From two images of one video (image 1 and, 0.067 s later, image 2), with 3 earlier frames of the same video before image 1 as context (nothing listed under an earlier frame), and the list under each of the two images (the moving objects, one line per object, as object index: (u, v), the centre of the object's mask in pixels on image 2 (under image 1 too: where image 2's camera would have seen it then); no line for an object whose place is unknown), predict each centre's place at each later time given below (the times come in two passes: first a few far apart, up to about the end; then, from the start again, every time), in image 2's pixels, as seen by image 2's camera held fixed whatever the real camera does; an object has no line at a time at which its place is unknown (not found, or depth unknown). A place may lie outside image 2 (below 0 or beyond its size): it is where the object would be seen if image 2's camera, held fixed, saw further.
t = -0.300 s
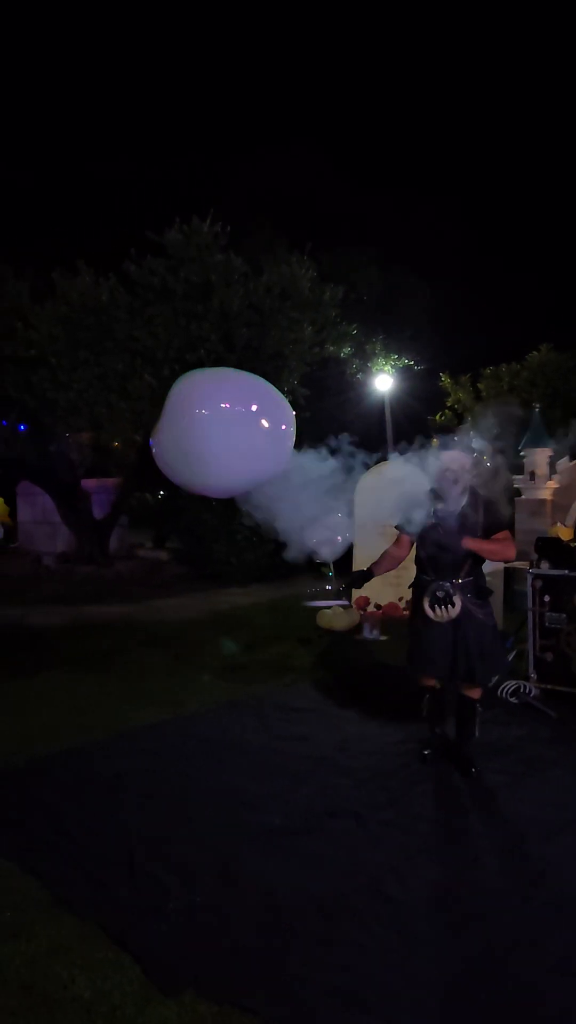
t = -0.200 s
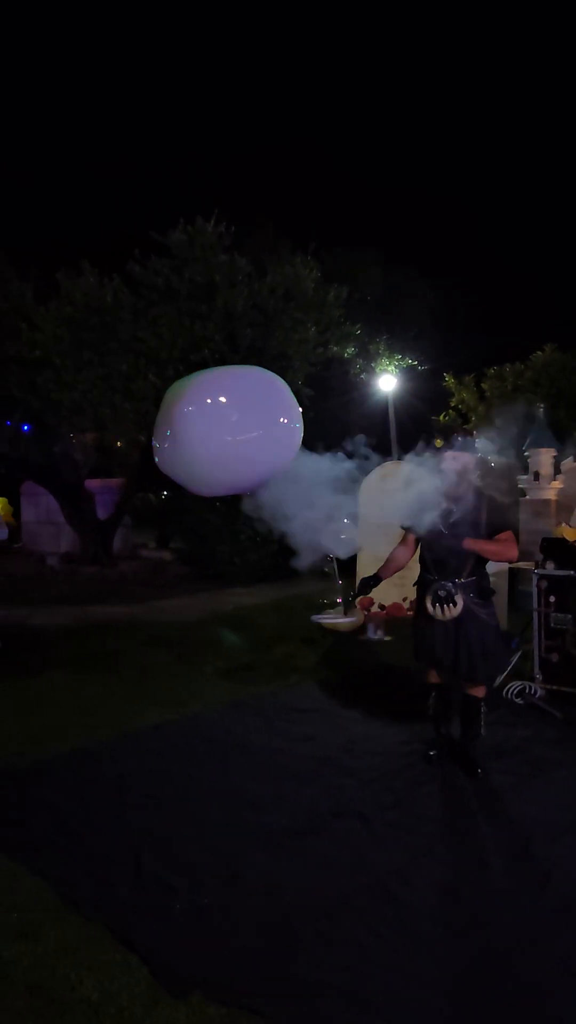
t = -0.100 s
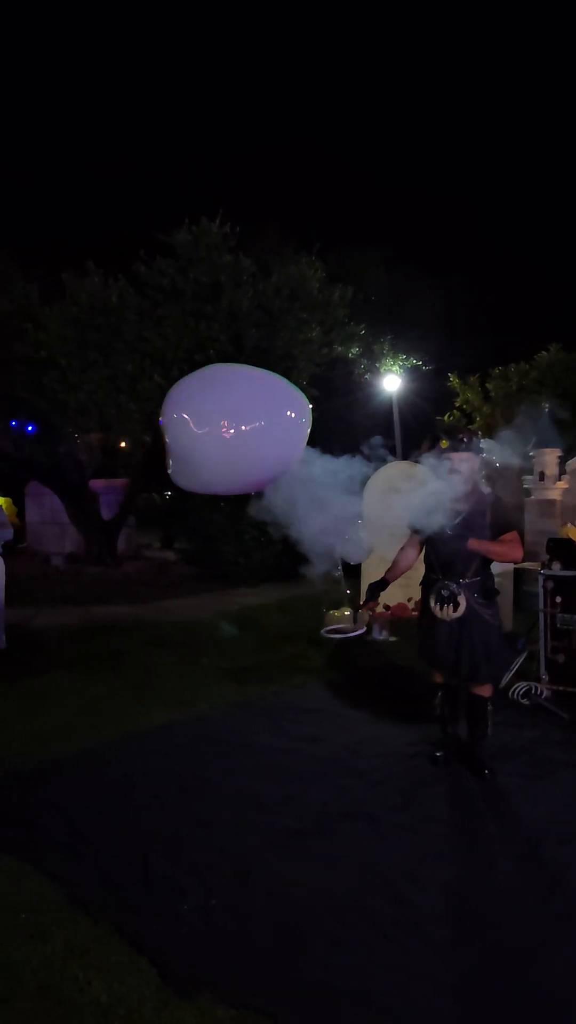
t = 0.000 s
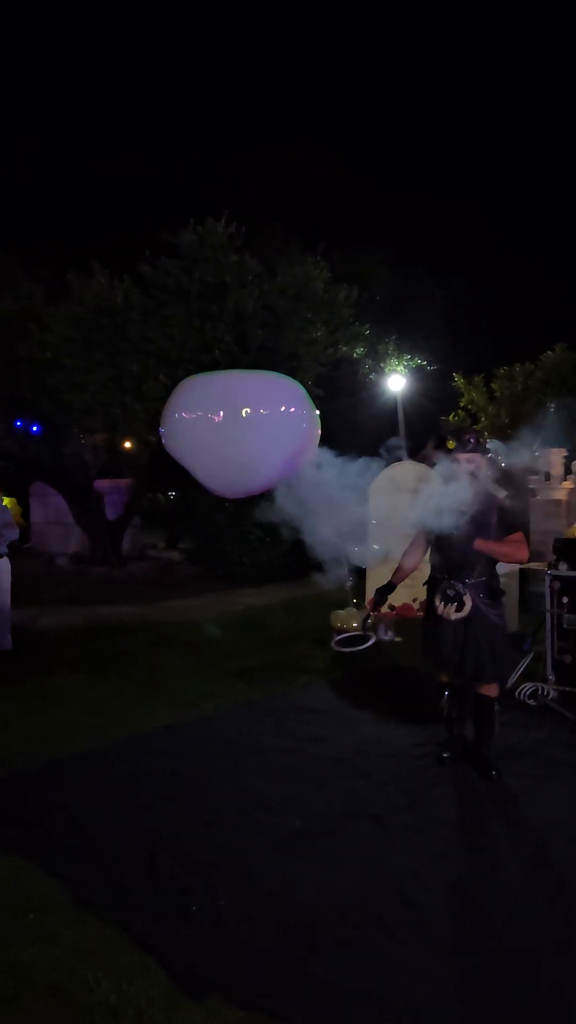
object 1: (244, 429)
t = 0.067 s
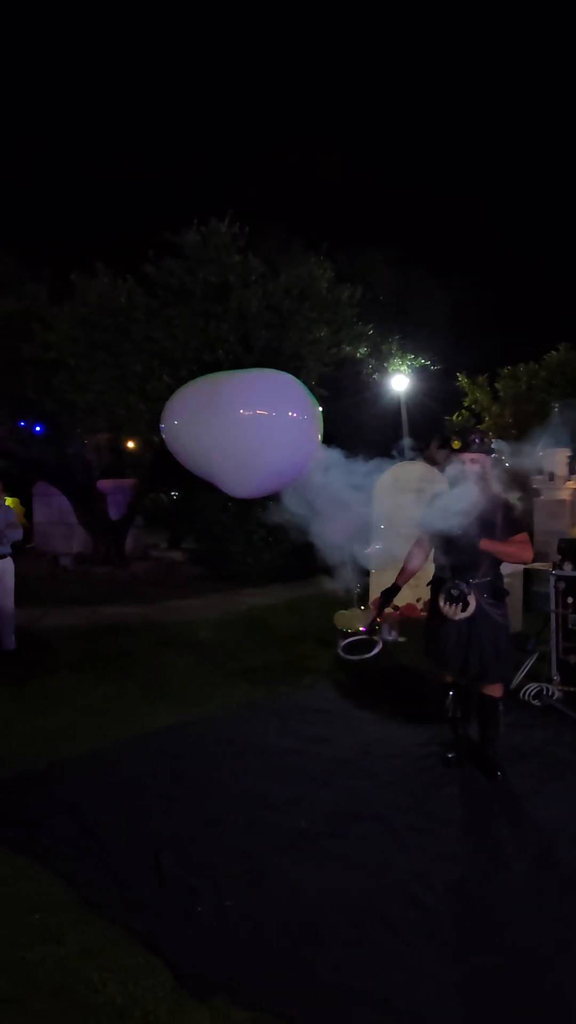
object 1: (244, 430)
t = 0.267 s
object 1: (250, 429)
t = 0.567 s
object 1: (265, 427)
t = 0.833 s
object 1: (269, 428)
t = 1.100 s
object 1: (270, 431)
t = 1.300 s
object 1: (272, 437)
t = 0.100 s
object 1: (245, 431)
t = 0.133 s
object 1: (246, 431)
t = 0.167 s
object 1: (248, 431)
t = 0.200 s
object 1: (249, 430)
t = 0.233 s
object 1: (249, 429)
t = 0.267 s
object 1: (250, 429)
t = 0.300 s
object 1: (252, 428)
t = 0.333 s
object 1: (254, 428)
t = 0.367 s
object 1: (257, 429)
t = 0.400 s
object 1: (260, 429)
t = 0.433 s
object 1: (262, 428)
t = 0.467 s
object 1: (263, 427)
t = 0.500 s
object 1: (264, 427)
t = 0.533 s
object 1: (264, 426)
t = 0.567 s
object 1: (265, 427)
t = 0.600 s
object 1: (265, 427)
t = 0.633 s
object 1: (266, 427)
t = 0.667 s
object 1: (267, 428)
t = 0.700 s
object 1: (268, 429)
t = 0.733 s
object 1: (269, 429)
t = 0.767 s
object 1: (270, 428)
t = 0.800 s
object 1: (270, 428)
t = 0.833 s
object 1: (269, 428)
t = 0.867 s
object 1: (268, 427)
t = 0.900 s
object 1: (268, 426)
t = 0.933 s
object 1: (268, 426)
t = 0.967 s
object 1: (268, 428)
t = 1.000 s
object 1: (268, 428)
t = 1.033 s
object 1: (269, 429)
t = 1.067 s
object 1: (270, 430)
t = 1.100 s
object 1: (270, 431)
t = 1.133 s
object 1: (271, 432)
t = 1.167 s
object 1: (271, 434)
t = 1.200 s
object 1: (271, 435)
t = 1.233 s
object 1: (271, 436)
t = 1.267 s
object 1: (272, 436)
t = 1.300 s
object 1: (272, 437)
